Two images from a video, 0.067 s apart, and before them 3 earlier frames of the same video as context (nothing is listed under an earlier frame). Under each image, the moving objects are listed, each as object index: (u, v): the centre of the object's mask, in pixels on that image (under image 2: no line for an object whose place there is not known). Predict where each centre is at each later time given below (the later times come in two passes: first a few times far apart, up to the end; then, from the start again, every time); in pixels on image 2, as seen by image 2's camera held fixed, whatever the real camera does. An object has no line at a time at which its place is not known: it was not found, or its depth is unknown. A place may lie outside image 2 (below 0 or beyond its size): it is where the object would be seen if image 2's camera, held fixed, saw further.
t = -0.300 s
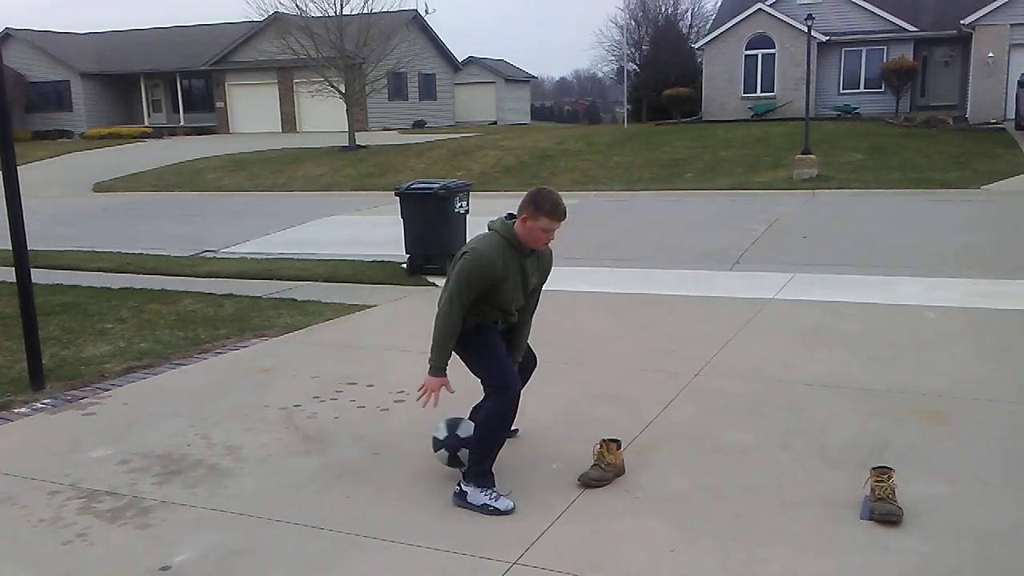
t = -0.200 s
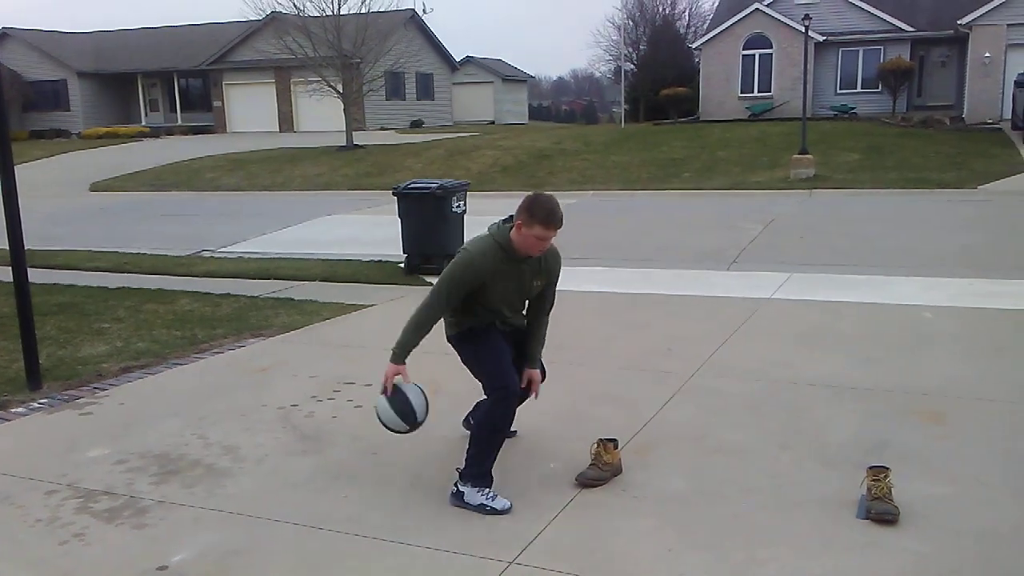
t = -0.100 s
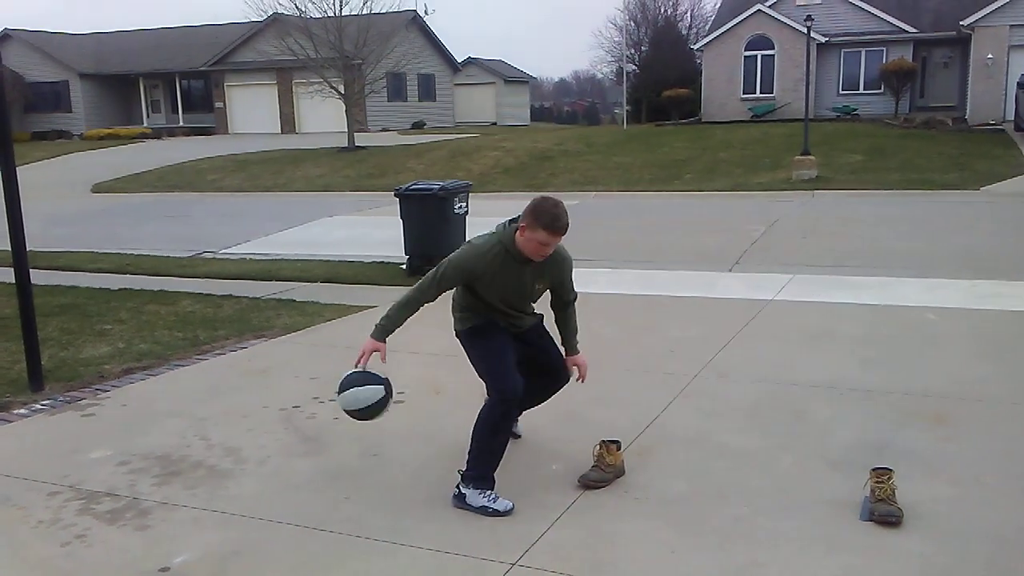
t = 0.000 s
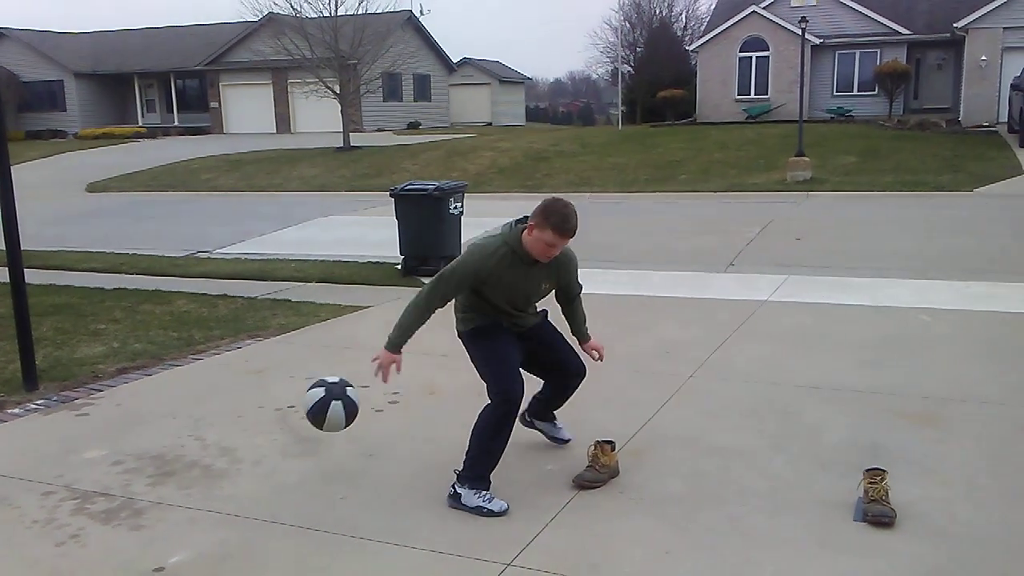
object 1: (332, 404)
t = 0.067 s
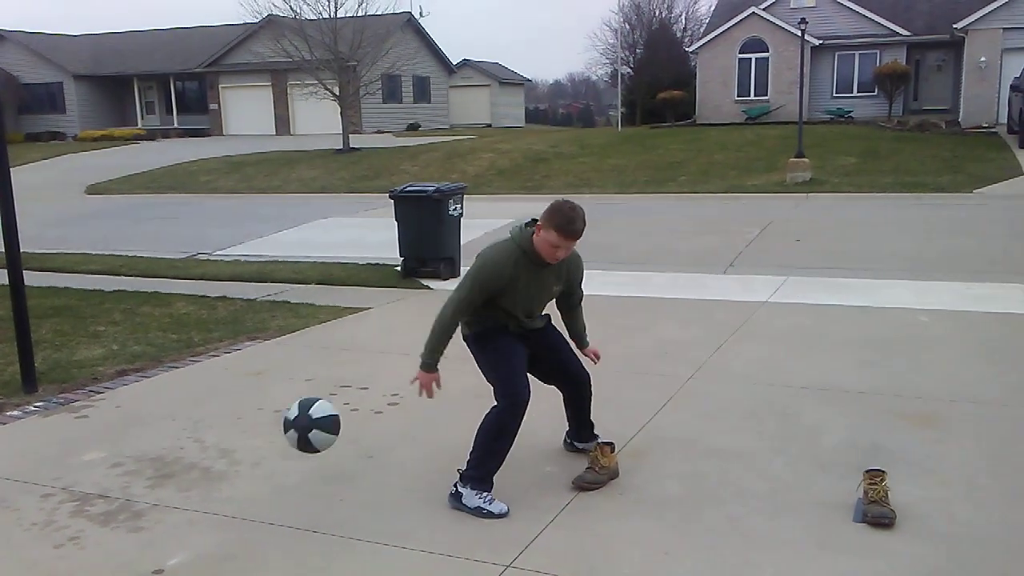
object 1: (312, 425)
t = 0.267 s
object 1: (251, 486)
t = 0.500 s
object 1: (169, 463)
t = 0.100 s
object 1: (302, 438)
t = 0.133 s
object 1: (293, 454)
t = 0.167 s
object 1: (283, 473)
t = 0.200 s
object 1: (273, 494)
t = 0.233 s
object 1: (264, 499)
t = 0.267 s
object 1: (251, 486)
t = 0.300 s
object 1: (240, 476)
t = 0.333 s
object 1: (228, 468)
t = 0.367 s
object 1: (216, 461)
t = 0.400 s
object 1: (204, 458)
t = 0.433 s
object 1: (192, 457)
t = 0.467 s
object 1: (179, 459)
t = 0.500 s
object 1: (169, 463)
